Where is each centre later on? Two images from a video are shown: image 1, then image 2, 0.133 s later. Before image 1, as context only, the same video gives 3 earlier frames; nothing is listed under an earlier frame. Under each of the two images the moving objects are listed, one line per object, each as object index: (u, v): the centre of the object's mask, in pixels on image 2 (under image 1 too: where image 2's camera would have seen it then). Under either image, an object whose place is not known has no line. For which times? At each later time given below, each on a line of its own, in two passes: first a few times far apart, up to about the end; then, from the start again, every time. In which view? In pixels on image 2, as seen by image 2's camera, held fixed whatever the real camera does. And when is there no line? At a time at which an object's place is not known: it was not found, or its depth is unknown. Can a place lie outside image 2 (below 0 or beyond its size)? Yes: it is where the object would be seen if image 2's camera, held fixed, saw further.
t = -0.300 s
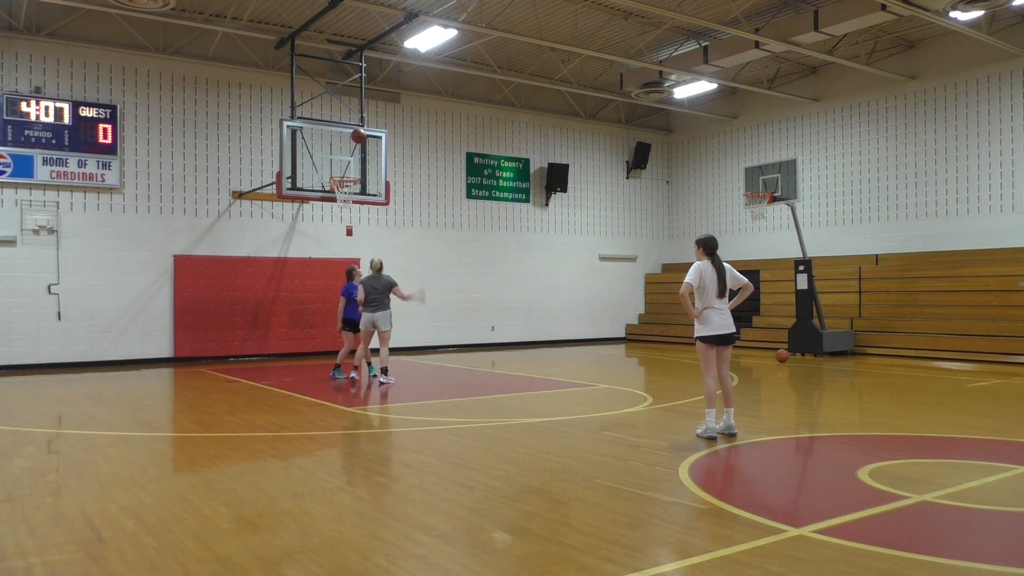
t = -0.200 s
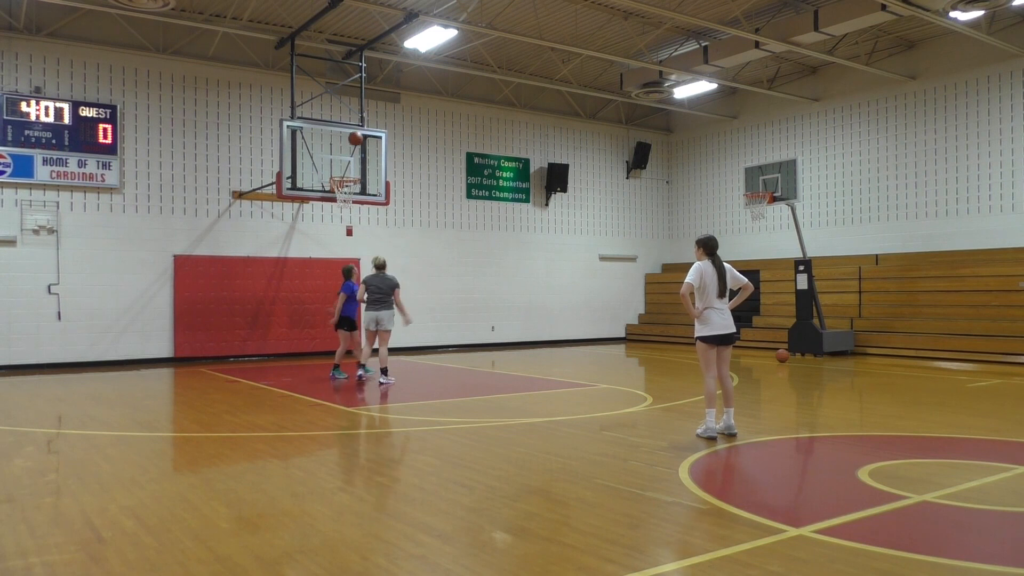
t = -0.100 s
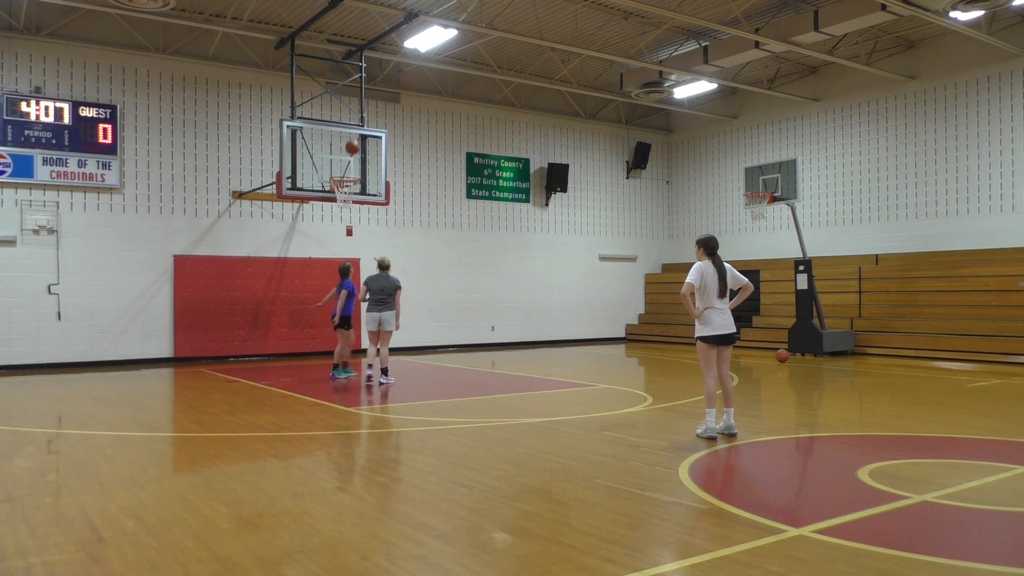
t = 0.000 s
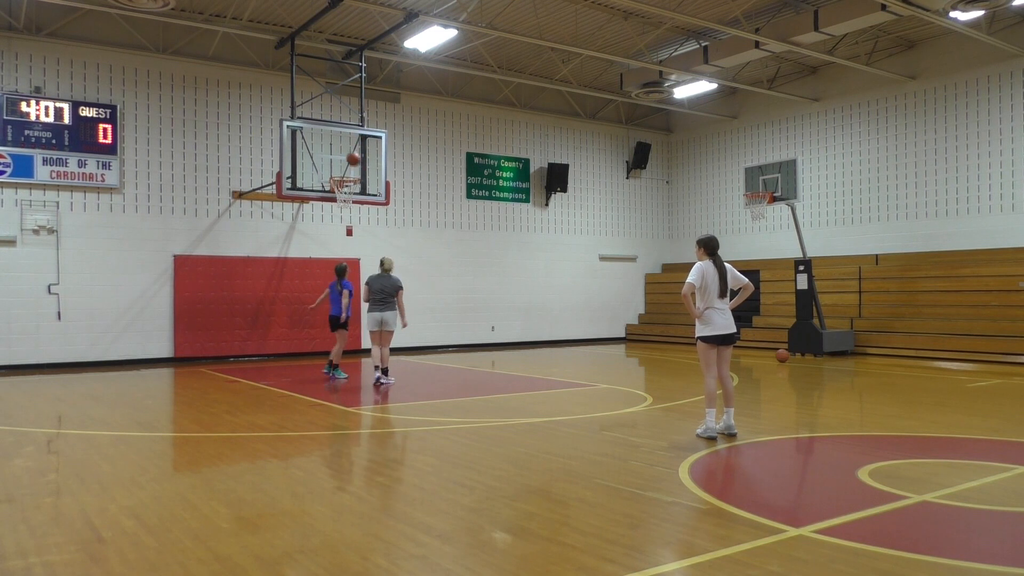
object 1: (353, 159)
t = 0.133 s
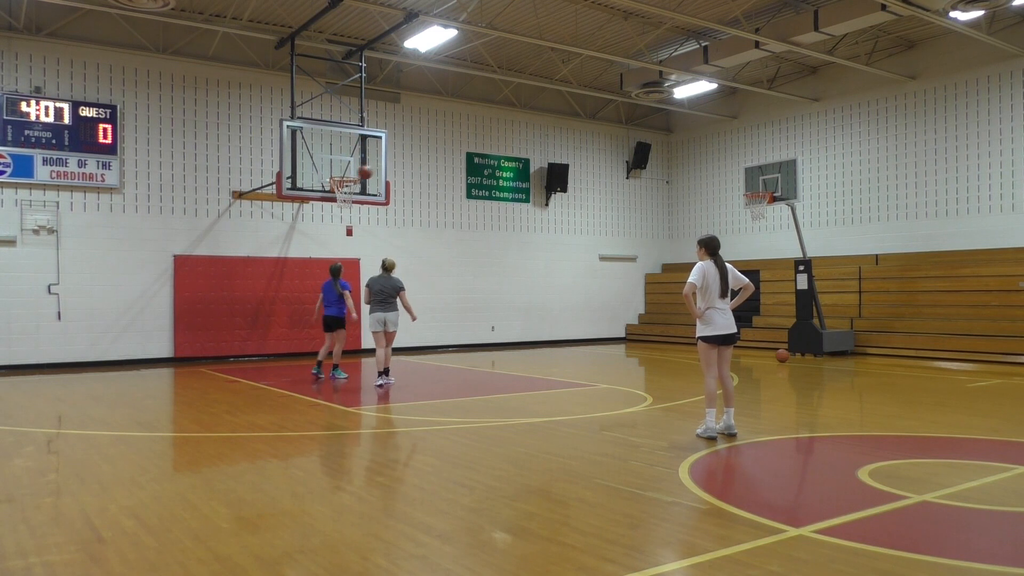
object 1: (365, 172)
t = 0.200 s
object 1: (375, 169)
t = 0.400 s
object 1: (404, 177)
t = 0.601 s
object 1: (434, 208)
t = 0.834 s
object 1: (468, 277)
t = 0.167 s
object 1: (370, 171)
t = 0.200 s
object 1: (375, 169)
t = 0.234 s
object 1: (379, 169)
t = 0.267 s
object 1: (384, 169)
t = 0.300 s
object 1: (389, 170)
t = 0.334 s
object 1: (395, 171)
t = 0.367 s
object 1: (399, 174)
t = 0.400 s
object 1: (404, 177)
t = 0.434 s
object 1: (409, 180)
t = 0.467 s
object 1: (414, 184)
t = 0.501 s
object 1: (419, 189)
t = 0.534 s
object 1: (423, 194)
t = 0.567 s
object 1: (429, 201)
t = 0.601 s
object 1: (434, 208)
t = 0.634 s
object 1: (439, 216)
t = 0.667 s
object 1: (444, 224)
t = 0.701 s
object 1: (449, 234)
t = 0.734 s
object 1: (454, 243)
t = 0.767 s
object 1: (458, 254)
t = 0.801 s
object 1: (463, 265)
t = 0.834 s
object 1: (468, 277)
